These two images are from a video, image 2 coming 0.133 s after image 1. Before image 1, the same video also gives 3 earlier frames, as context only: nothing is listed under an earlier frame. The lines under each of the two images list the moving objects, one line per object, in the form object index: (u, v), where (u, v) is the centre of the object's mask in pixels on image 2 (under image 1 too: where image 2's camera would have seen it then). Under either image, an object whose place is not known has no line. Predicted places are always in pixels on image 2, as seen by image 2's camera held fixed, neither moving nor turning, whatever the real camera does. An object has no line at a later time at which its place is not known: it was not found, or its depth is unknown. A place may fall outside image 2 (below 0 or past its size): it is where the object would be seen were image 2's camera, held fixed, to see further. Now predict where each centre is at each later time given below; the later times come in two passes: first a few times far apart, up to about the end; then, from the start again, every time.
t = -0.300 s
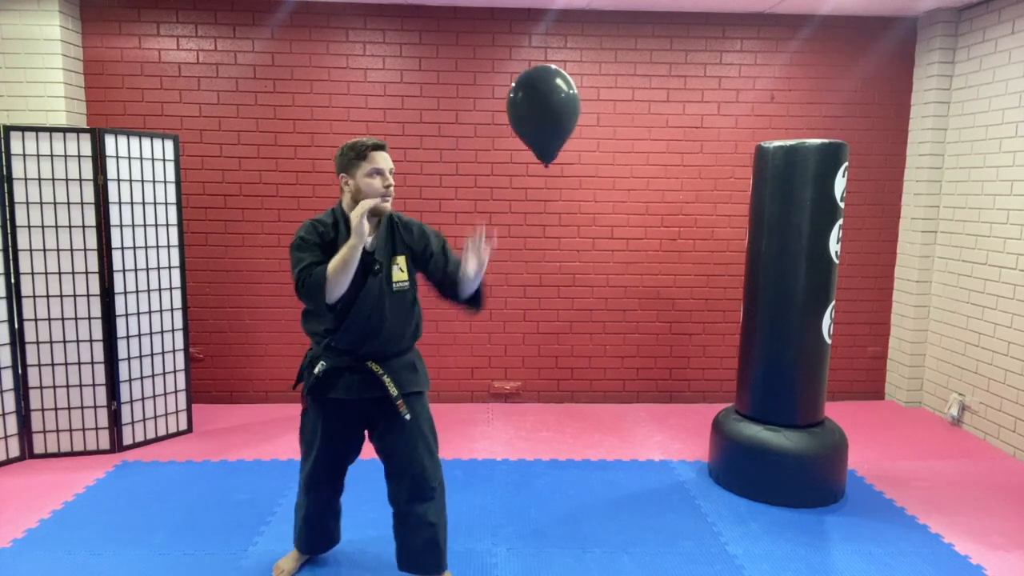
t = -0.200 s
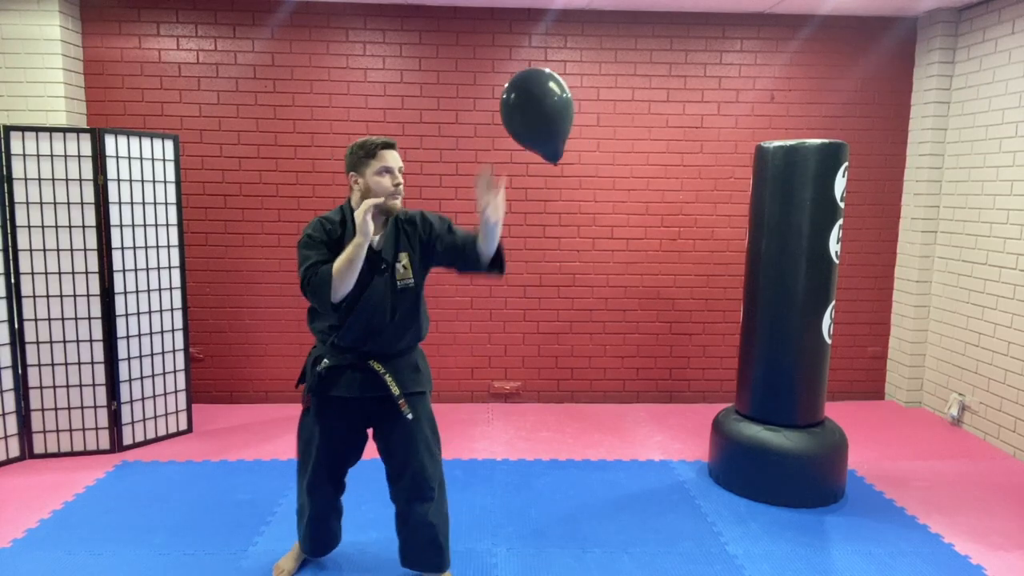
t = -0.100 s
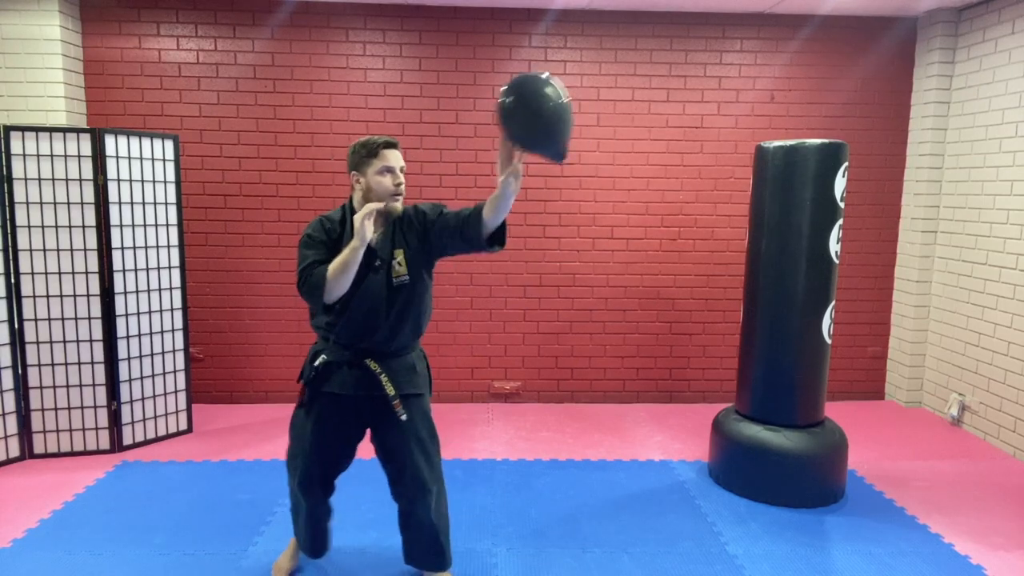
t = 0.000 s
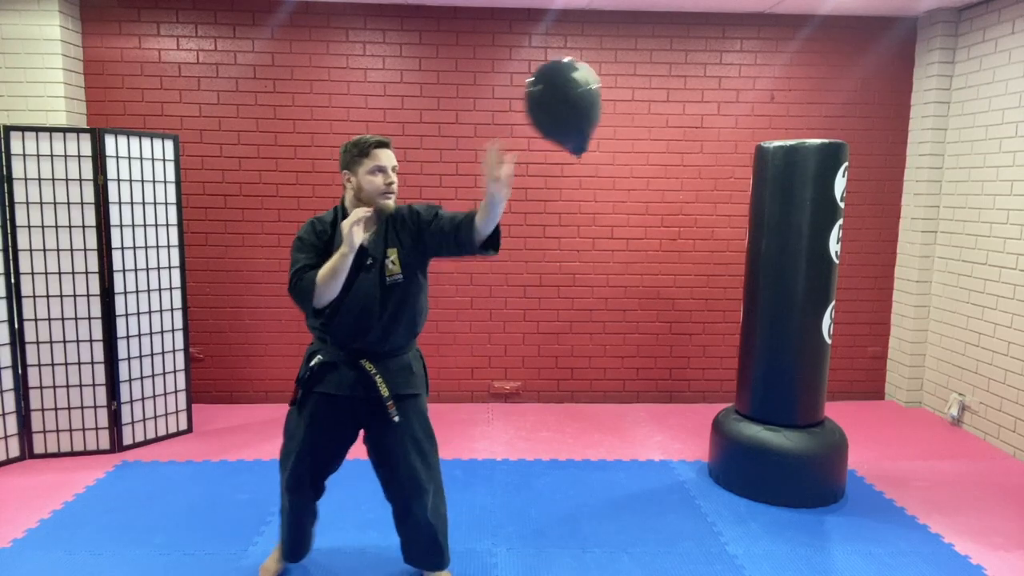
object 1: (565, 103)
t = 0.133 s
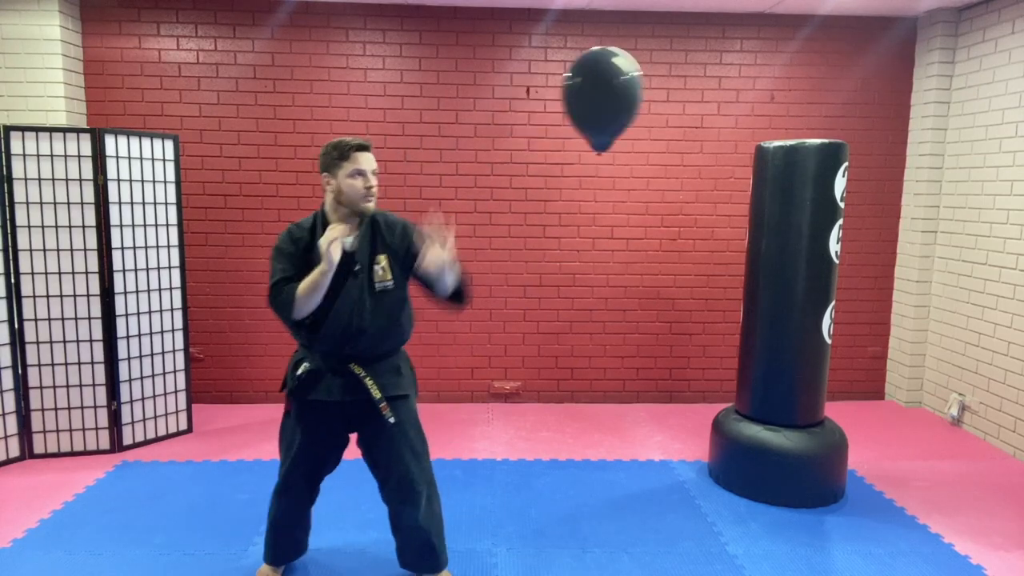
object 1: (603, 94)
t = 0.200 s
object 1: (621, 94)
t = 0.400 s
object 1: (674, 105)
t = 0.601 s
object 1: (716, 140)
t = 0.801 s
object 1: (742, 199)
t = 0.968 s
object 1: (749, 259)
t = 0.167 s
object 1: (612, 94)
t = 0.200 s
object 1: (621, 94)
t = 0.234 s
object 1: (631, 94)
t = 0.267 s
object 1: (640, 95)
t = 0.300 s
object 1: (648, 97)
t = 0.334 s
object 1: (657, 99)
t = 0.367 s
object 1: (666, 102)
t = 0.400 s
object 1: (674, 105)
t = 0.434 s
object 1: (682, 109)
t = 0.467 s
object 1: (690, 114)
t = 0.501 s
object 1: (697, 120)
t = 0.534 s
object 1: (704, 126)
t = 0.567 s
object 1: (710, 133)
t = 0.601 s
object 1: (716, 140)
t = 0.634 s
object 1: (722, 149)
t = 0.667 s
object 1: (728, 158)
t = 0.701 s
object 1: (732, 167)
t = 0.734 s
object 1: (736, 177)
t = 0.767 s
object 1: (739, 188)
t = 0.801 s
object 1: (742, 199)
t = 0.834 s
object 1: (744, 211)
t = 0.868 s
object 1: (746, 223)
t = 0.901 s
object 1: (747, 235)
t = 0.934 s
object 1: (748, 247)
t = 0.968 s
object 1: (749, 259)
